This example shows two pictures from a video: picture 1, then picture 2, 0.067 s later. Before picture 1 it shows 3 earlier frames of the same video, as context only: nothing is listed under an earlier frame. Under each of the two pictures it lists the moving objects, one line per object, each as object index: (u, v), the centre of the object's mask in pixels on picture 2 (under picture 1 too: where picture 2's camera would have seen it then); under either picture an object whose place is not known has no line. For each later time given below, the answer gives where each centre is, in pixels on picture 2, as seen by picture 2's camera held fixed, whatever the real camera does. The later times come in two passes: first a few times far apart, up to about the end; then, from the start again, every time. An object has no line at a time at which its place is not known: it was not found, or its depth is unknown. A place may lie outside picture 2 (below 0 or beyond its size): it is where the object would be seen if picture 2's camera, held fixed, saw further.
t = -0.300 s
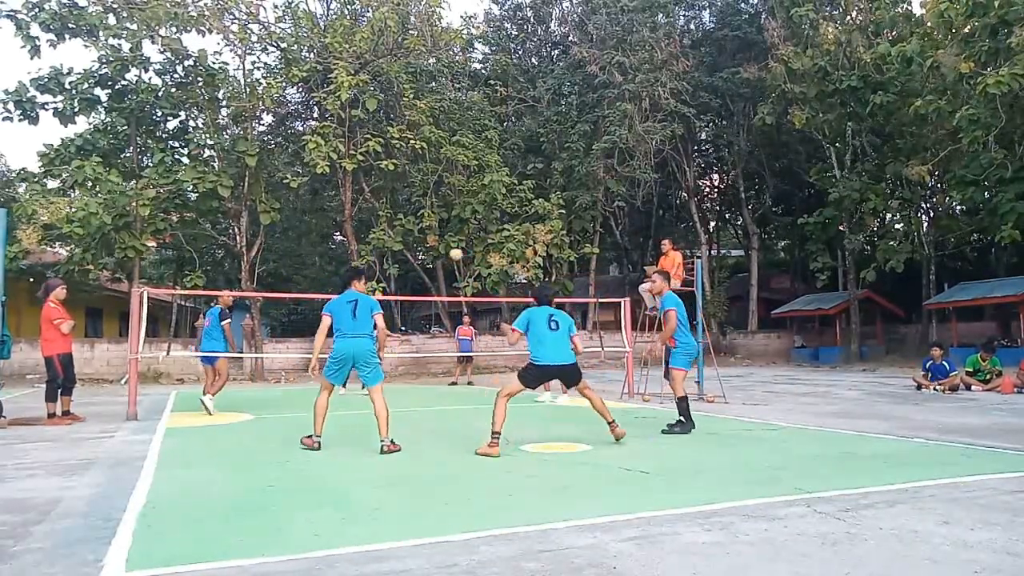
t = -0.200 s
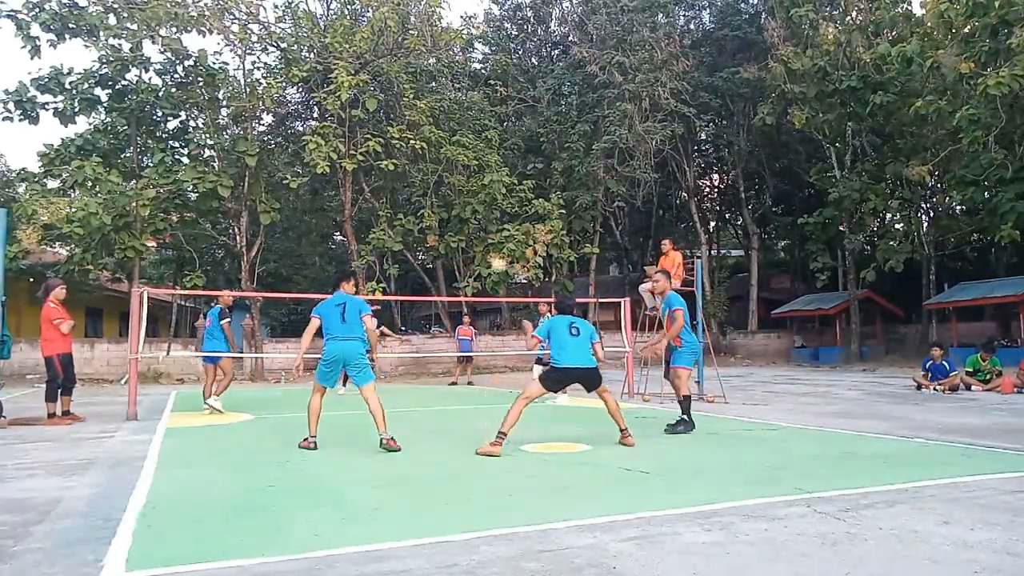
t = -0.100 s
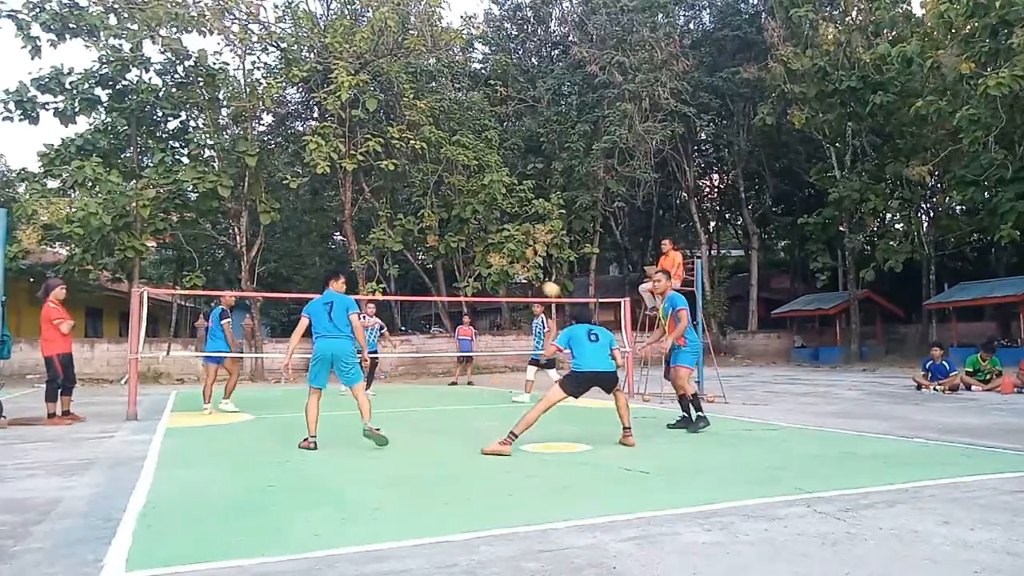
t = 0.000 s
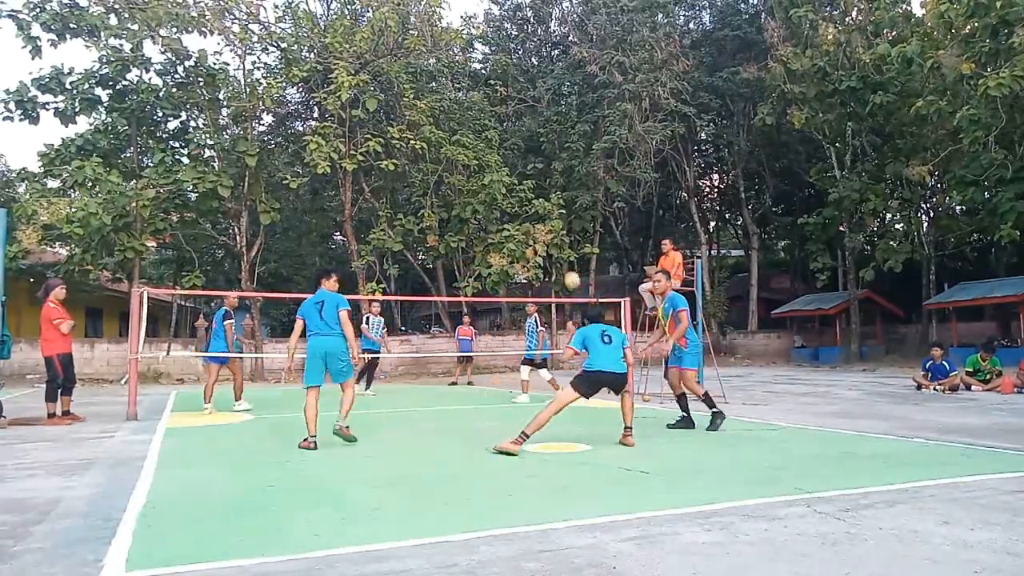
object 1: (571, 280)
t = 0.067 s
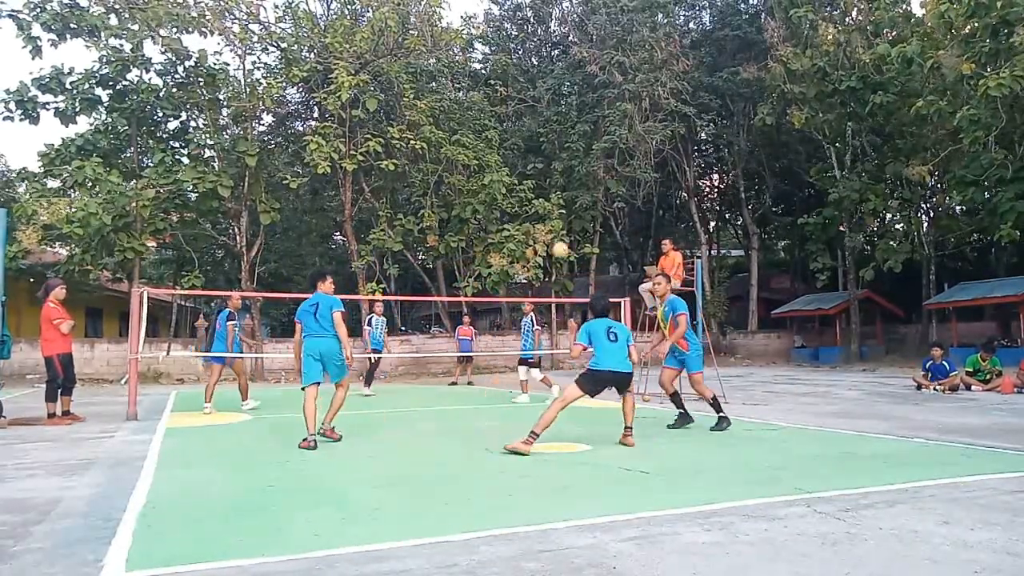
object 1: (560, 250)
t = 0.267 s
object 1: (527, 190)
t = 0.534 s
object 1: (486, 178)
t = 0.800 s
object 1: (449, 238)
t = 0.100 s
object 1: (554, 237)
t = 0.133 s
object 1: (548, 224)
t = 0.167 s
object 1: (543, 213)
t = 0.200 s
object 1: (538, 205)
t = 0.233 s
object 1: (532, 197)
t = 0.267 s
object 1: (527, 190)
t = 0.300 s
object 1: (522, 185)
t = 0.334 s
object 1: (517, 180)
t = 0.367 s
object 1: (511, 178)
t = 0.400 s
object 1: (506, 175)
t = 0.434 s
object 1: (501, 173)
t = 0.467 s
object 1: (497, 174)
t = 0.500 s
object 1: (491, 176)
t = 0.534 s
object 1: (486, 178)
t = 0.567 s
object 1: (482, 182)
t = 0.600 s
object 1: (477, 187)
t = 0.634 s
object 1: (472, 192)
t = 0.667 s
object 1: (467, 199)
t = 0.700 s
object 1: (463, 208)
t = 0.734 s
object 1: (458, 217)
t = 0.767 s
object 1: (454, 227)
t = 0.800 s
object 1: (449, 238)
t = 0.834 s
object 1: (444, 250)
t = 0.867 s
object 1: (440, 263)
